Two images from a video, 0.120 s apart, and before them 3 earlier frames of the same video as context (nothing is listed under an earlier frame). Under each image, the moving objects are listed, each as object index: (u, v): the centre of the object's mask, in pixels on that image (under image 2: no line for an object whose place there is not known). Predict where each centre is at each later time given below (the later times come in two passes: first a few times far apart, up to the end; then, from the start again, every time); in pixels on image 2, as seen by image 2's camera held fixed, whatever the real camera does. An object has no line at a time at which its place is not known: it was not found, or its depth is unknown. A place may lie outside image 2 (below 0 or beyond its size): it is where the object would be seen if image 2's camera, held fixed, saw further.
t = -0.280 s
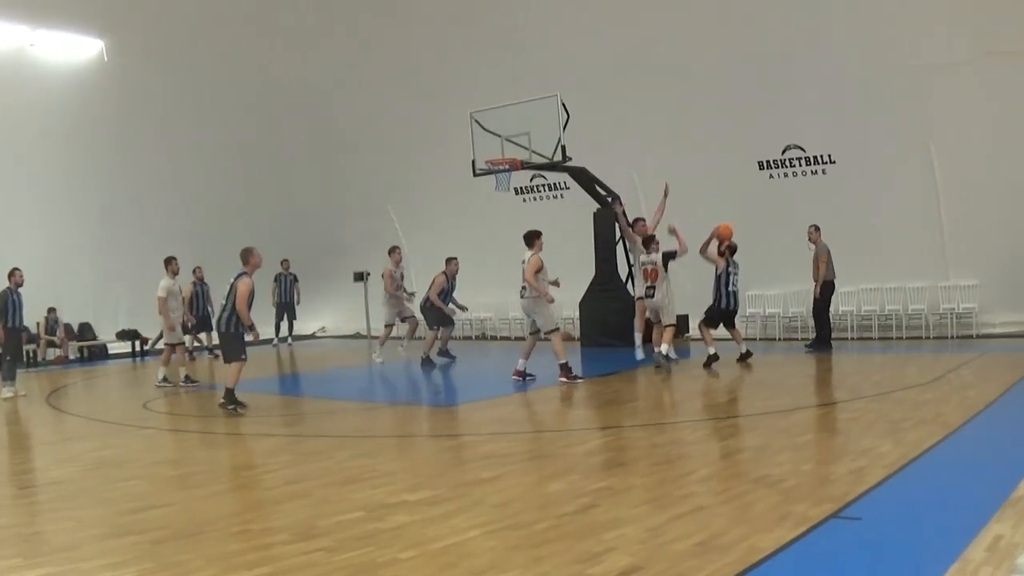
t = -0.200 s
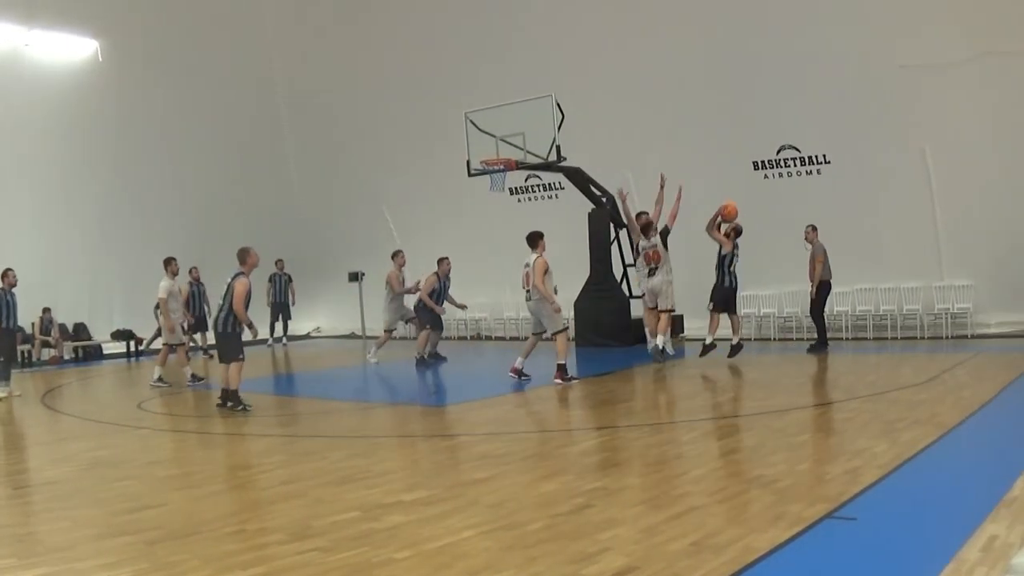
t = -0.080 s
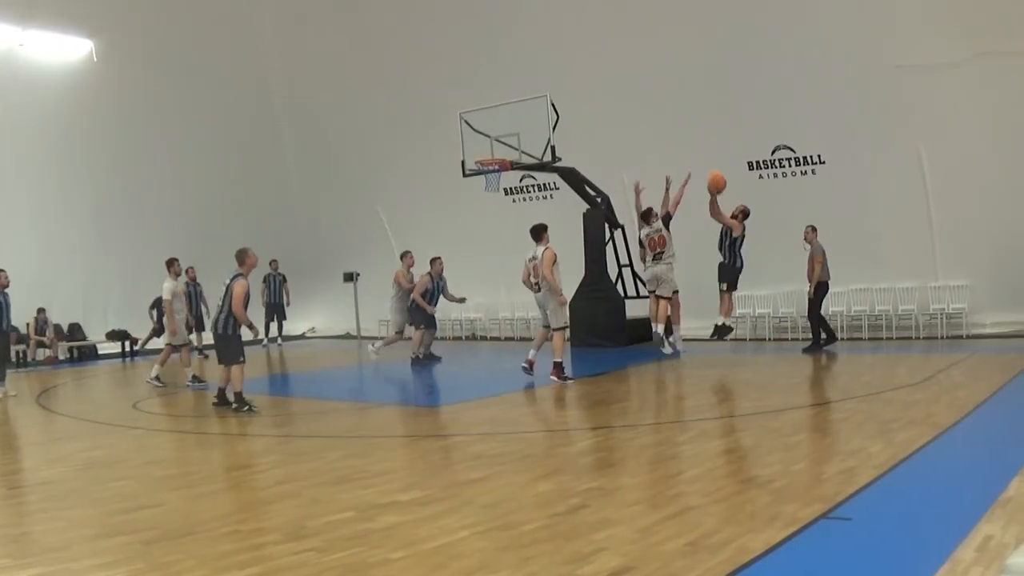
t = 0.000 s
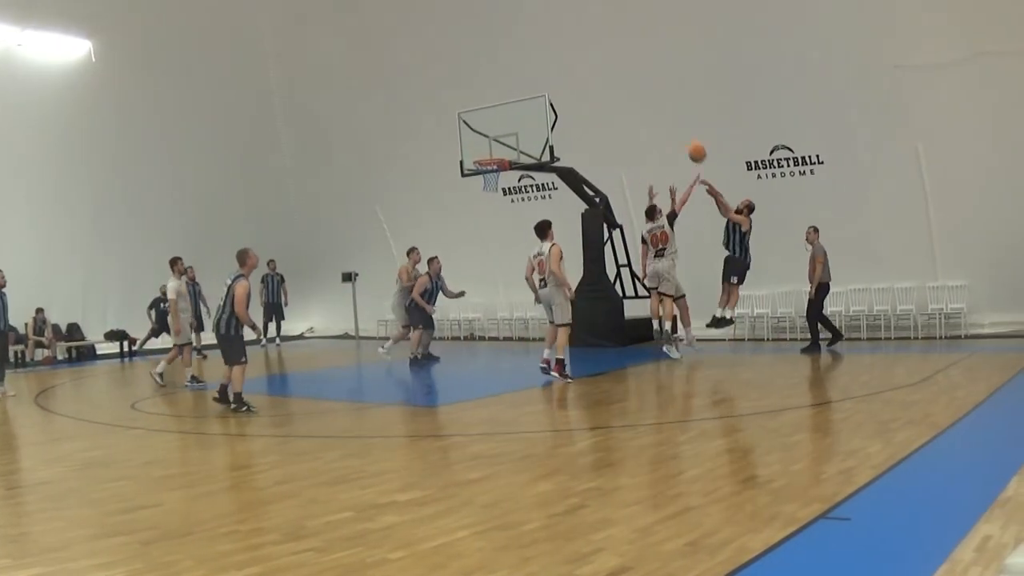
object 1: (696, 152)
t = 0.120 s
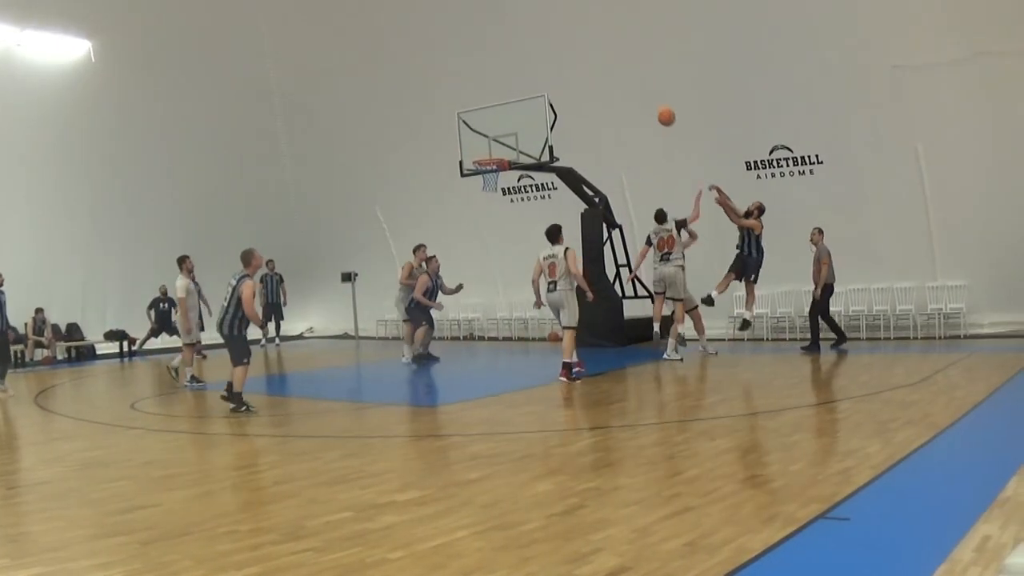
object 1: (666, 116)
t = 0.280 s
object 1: (631, 86)
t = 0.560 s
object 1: (574, 77)
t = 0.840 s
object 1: (532, 106)
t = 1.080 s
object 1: (507, 161)
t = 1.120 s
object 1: (502, 174)
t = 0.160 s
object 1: (657, 107)
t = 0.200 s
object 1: (648, 98)
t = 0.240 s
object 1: (639, 91)
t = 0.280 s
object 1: (631, 86)
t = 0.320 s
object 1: (623, 81)
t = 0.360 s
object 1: (615, 77)
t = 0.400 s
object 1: (608, 75)
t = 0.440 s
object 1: (599, 74)
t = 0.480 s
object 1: (590, 74)
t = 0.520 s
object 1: (582, 75)
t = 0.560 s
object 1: (574, 77)
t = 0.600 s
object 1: (567, 79)
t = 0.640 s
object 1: (559, 84)
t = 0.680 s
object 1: (552, 88)
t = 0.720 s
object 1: (546, 93)
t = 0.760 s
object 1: (541, 96)
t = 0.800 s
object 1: (537, 100)
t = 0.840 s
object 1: (532, 106)
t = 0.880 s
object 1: (528, 112)
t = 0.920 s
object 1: (523, 119)
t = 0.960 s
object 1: (519, 128)
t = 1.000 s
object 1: (515, 138)
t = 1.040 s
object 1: (511, 148)
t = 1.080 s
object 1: (507, 161)
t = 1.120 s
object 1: (502, 174)
